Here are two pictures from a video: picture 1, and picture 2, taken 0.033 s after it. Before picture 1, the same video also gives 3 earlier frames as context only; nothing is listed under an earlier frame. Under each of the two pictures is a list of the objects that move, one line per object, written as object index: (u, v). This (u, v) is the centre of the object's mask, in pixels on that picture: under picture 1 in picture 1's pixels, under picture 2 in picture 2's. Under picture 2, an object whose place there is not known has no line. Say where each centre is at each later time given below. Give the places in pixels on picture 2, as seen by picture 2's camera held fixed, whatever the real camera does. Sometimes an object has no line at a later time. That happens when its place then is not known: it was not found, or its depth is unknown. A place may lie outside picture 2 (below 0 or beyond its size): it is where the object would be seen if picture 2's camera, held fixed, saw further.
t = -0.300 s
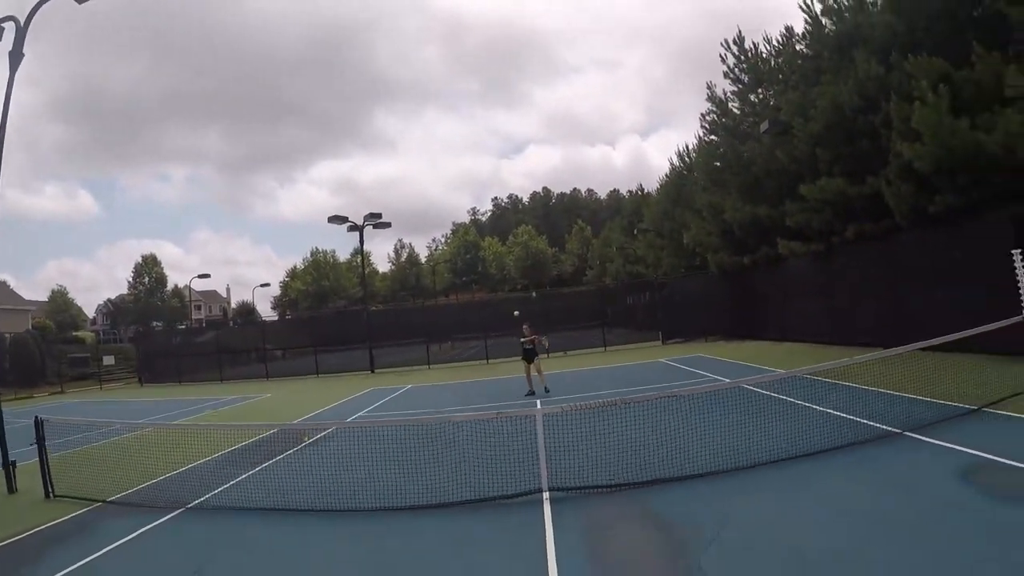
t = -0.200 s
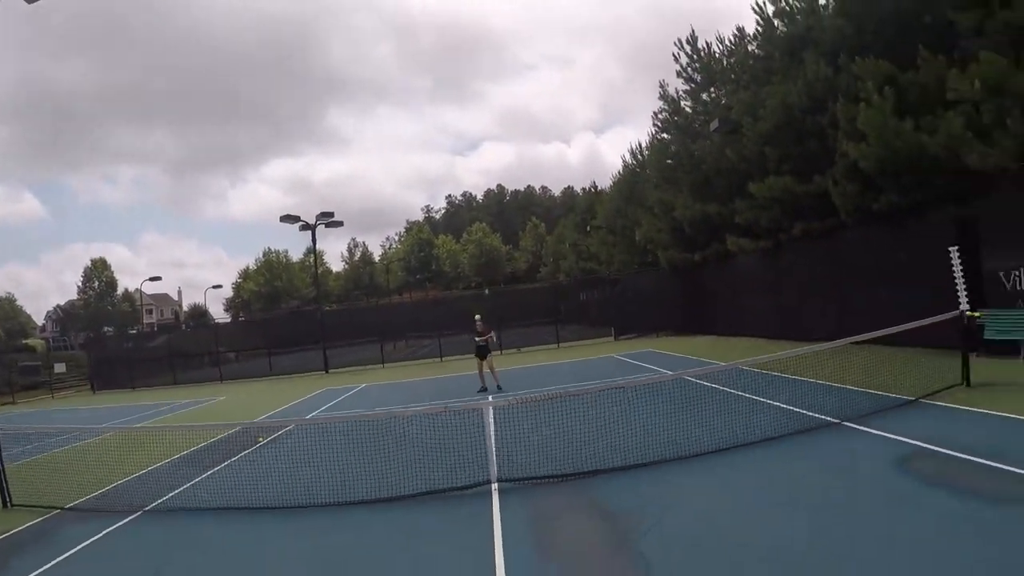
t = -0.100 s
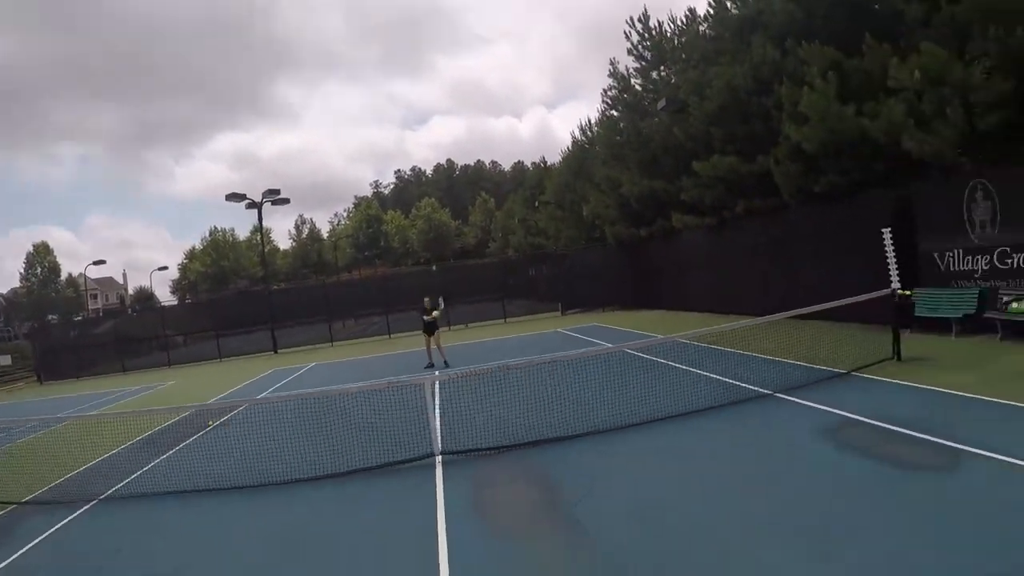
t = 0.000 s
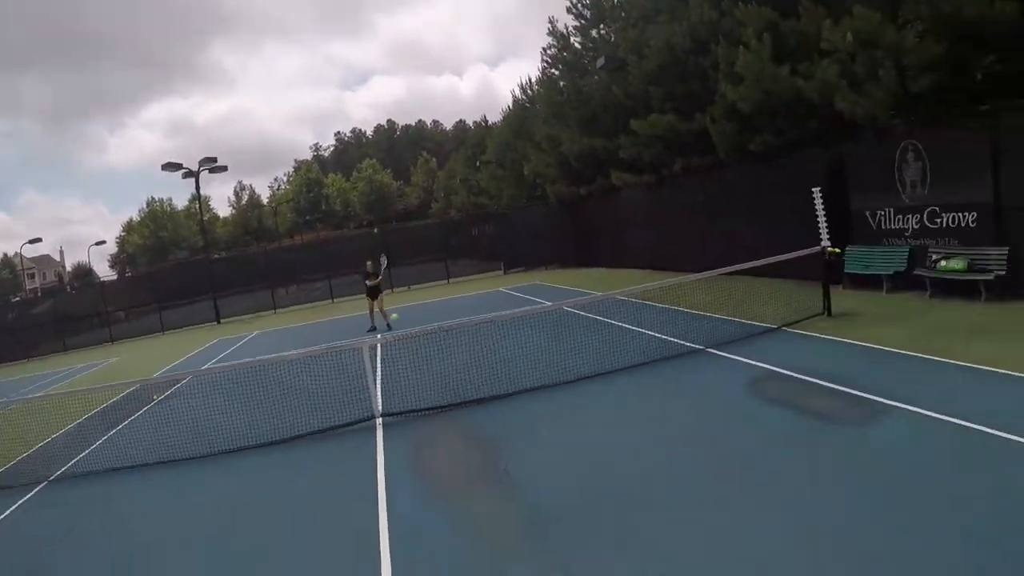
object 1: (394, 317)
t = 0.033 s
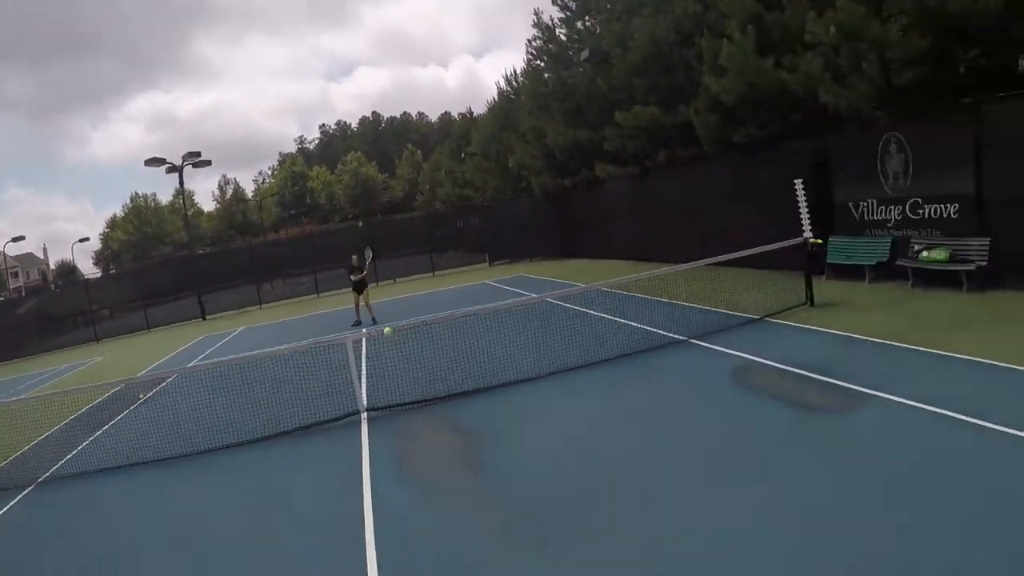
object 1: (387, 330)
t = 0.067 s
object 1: (396, 355)
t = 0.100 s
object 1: (407, 383)
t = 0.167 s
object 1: (443, 456)
